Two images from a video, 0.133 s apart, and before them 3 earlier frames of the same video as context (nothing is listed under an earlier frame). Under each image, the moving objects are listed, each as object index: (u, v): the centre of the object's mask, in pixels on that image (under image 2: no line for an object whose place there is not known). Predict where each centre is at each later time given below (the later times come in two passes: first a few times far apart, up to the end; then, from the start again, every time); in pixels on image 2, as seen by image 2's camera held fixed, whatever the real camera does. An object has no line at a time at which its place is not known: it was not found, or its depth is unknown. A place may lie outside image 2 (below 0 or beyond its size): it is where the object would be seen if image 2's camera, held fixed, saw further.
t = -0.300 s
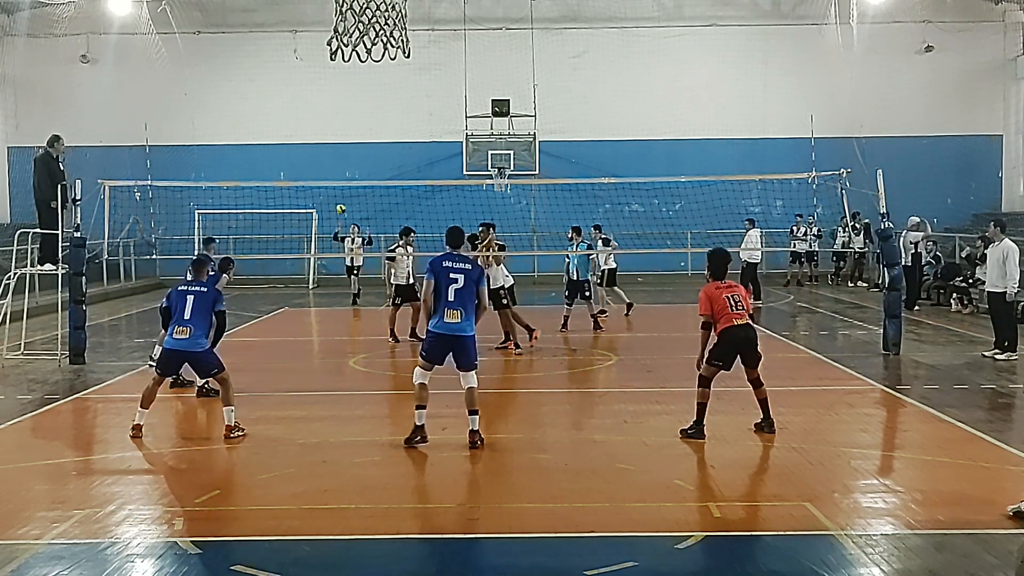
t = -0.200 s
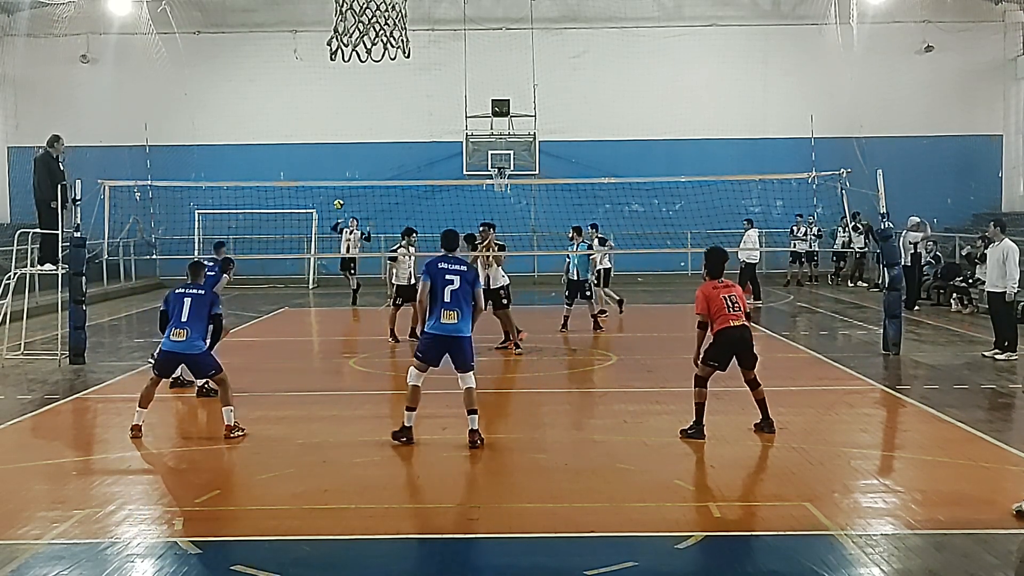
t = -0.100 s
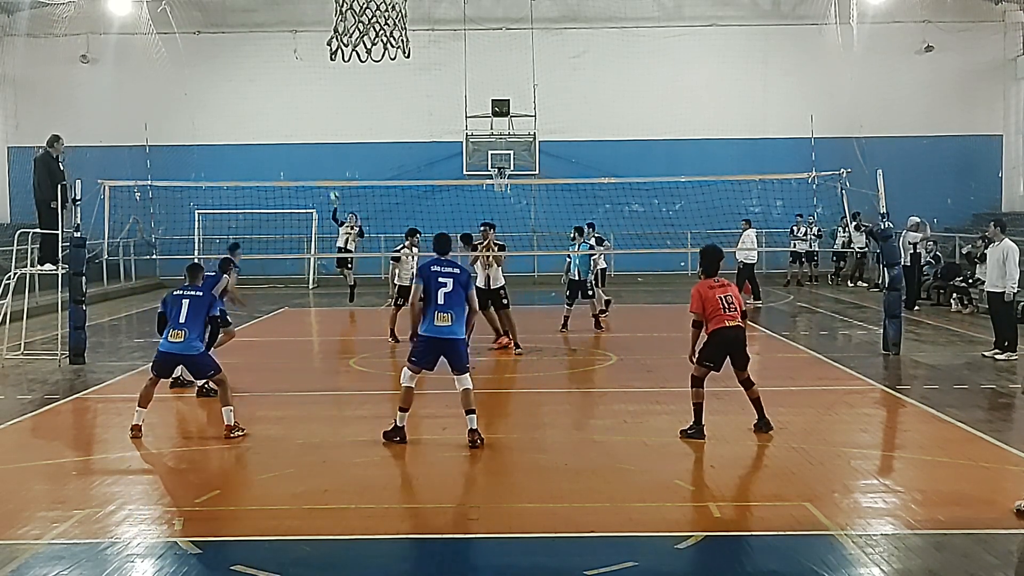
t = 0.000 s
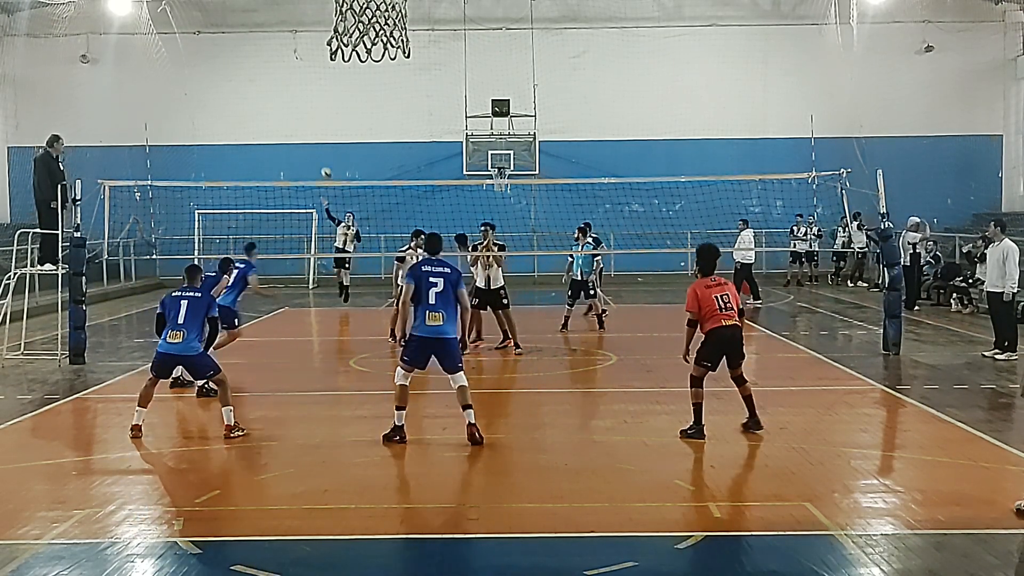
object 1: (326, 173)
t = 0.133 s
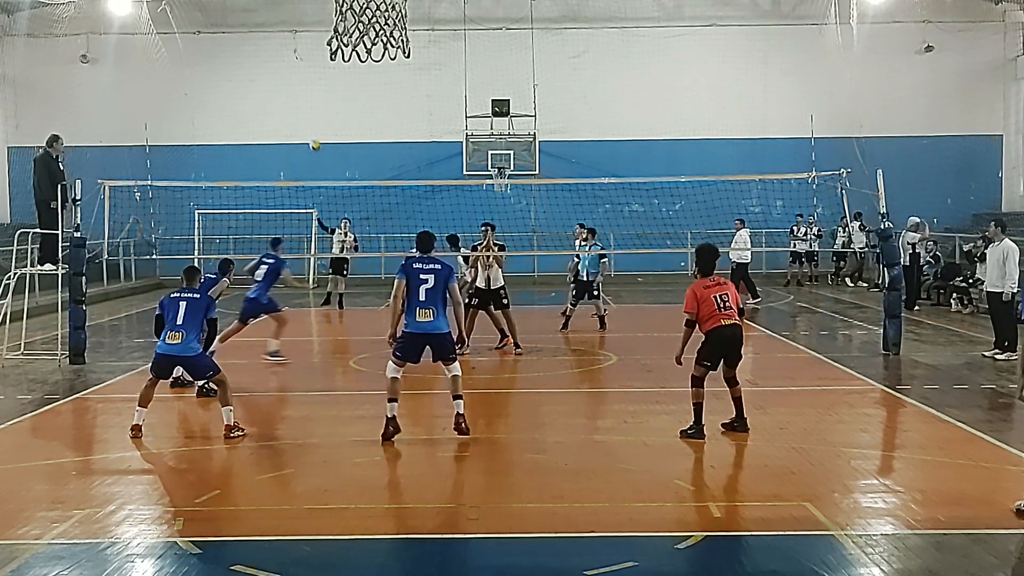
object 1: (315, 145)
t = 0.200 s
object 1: (310, 132)
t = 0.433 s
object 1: (290, 107)
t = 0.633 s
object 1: (271, 110)
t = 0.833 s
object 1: (249, 147)
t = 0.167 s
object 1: (312, 139)
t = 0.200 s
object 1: (310, 132)
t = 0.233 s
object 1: (307, 127)
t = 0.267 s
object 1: (304, 122)
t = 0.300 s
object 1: (301, 118)
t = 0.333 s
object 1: (299, 114)
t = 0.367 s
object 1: (296, 111)
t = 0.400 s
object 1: (293, 109)
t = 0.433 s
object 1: (290, 107)
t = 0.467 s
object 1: (287, 106)
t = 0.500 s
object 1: (284, 106)
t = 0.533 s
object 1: (281, 106)
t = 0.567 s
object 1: (277, 107)
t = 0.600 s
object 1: (274, 108)
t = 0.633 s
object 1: (271, 110)
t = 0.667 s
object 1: (267, 114)
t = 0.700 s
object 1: (264, 118)
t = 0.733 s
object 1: (260, 123)
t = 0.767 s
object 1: (256, 130)
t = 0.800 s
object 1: (253, 137)
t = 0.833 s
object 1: (249, 147)
